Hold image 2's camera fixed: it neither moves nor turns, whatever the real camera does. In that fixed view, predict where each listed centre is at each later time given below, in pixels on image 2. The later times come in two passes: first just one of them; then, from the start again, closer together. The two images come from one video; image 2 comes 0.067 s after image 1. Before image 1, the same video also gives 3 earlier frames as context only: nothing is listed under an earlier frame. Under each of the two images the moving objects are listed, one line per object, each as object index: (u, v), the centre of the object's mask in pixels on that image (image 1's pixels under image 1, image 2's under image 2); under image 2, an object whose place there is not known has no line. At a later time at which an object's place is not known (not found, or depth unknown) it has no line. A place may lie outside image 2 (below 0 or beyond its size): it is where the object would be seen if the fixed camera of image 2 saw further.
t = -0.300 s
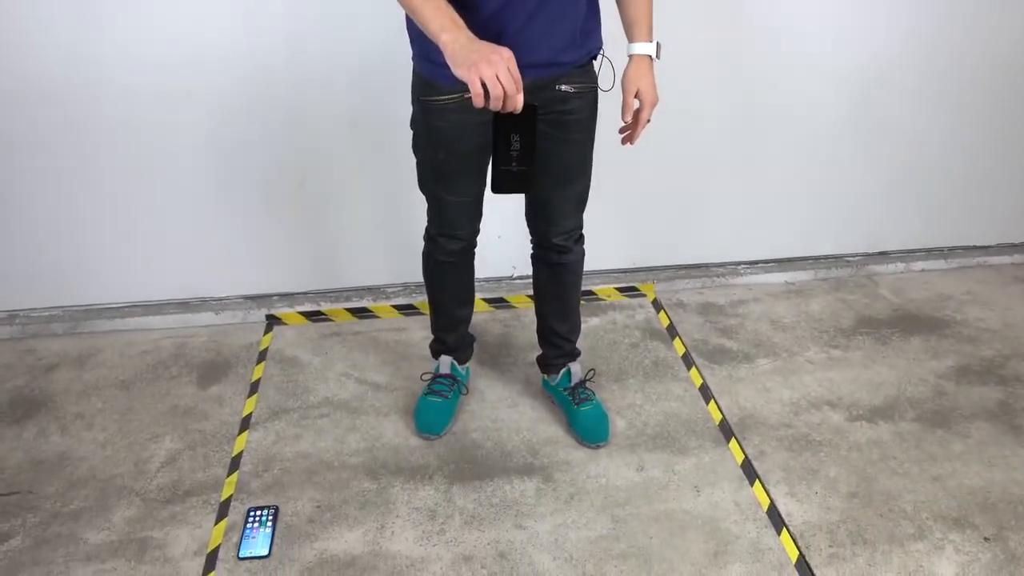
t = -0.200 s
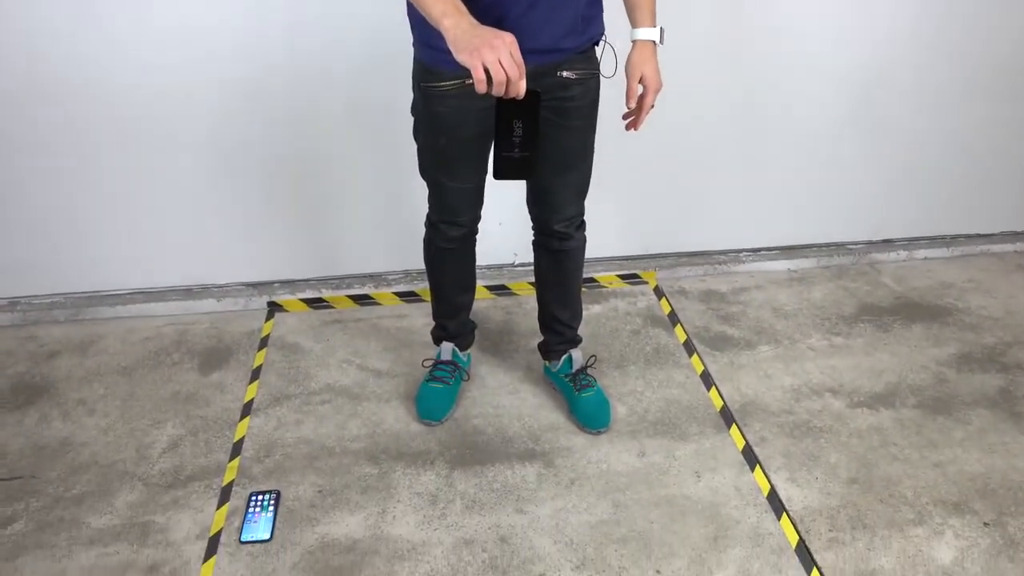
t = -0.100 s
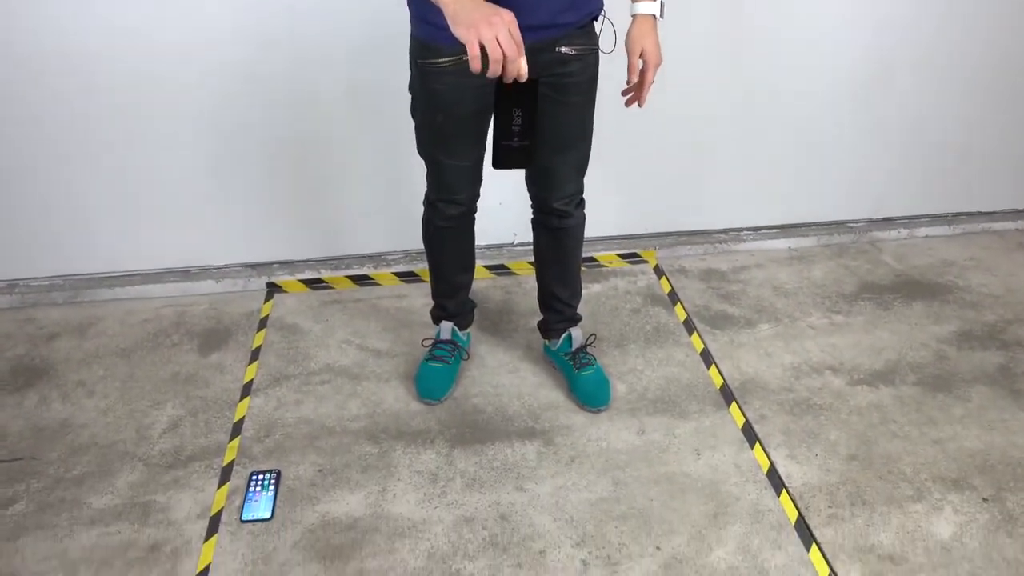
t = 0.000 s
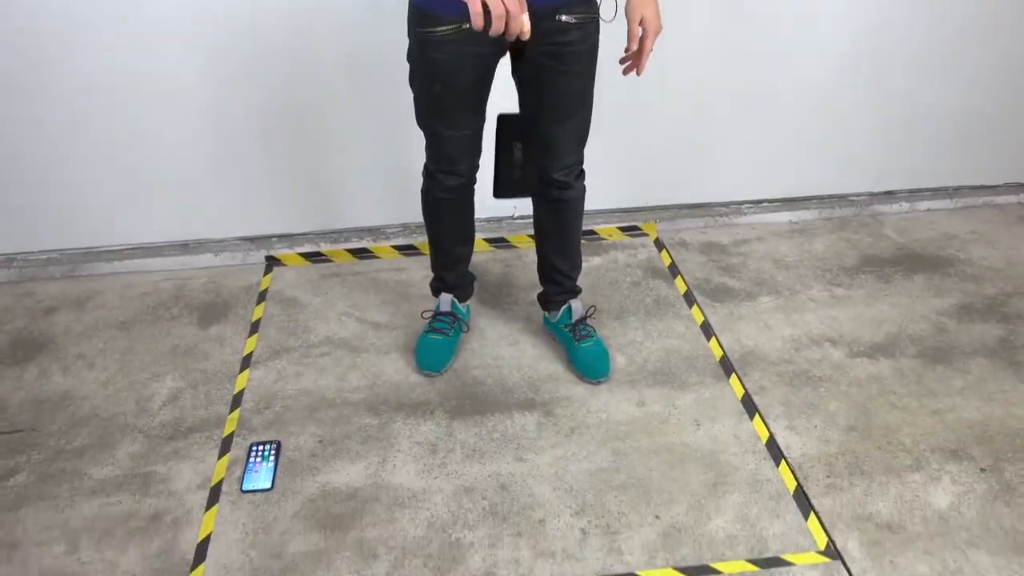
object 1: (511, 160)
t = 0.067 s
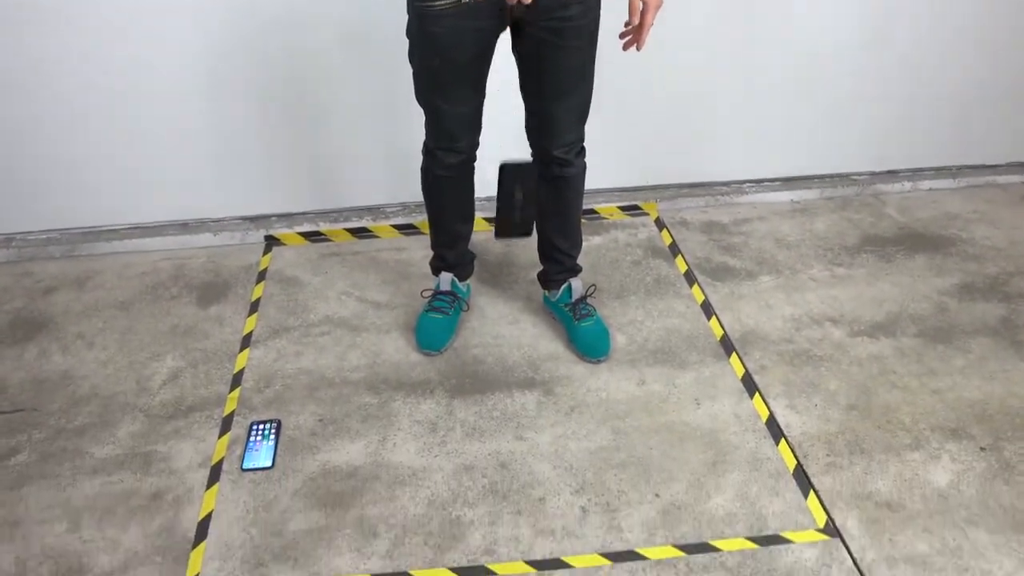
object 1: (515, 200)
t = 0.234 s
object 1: (517, 389)
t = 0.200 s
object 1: (518, 364)
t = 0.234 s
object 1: (517, 389)
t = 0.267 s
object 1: (516, 387)
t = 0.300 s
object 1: (516, 385)
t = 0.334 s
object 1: (515, 389)
